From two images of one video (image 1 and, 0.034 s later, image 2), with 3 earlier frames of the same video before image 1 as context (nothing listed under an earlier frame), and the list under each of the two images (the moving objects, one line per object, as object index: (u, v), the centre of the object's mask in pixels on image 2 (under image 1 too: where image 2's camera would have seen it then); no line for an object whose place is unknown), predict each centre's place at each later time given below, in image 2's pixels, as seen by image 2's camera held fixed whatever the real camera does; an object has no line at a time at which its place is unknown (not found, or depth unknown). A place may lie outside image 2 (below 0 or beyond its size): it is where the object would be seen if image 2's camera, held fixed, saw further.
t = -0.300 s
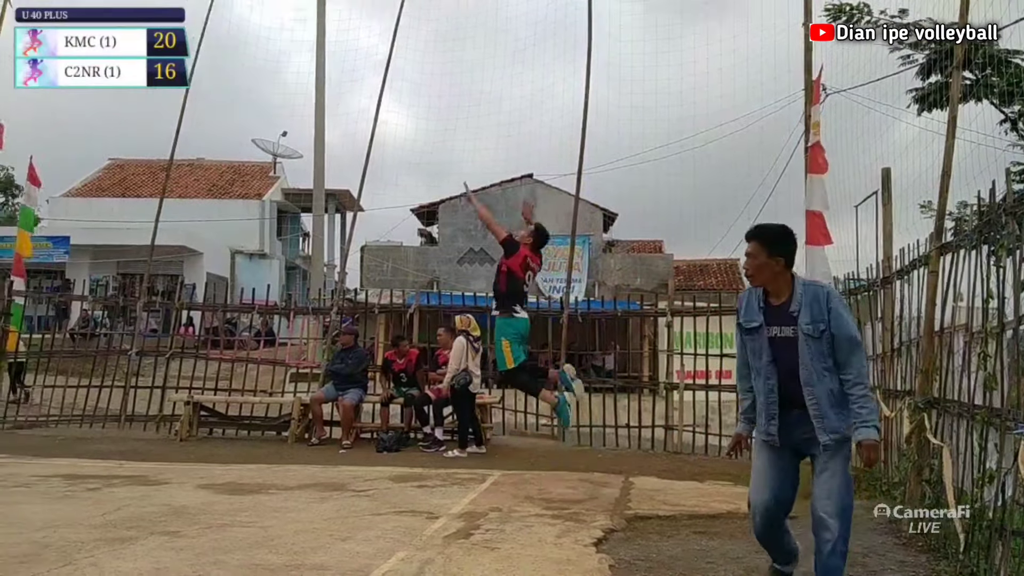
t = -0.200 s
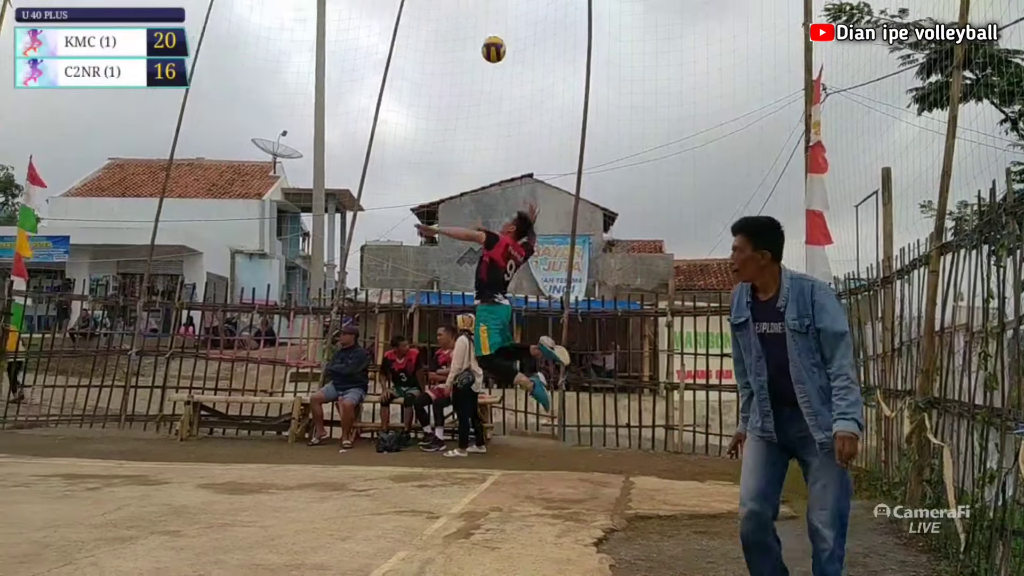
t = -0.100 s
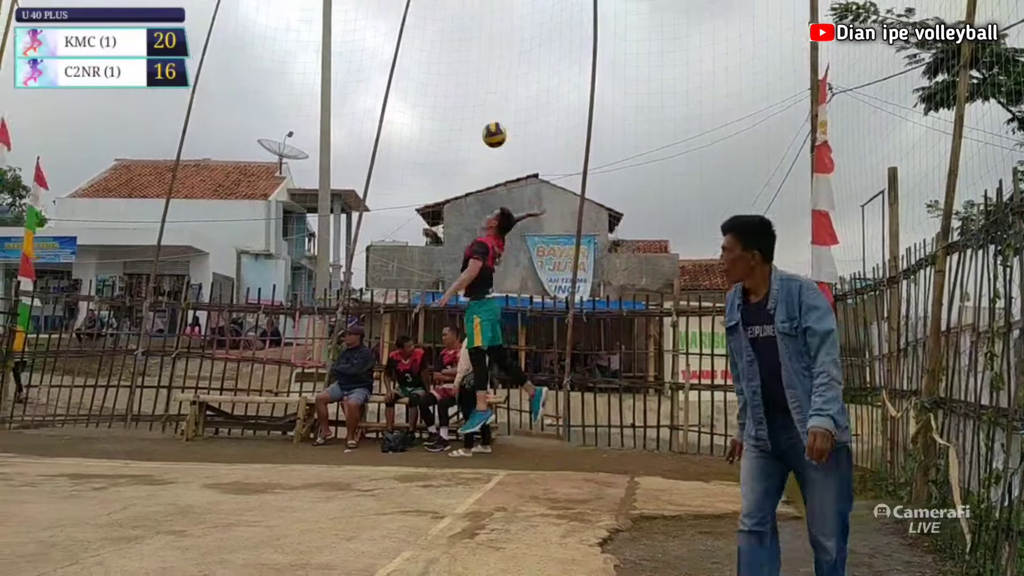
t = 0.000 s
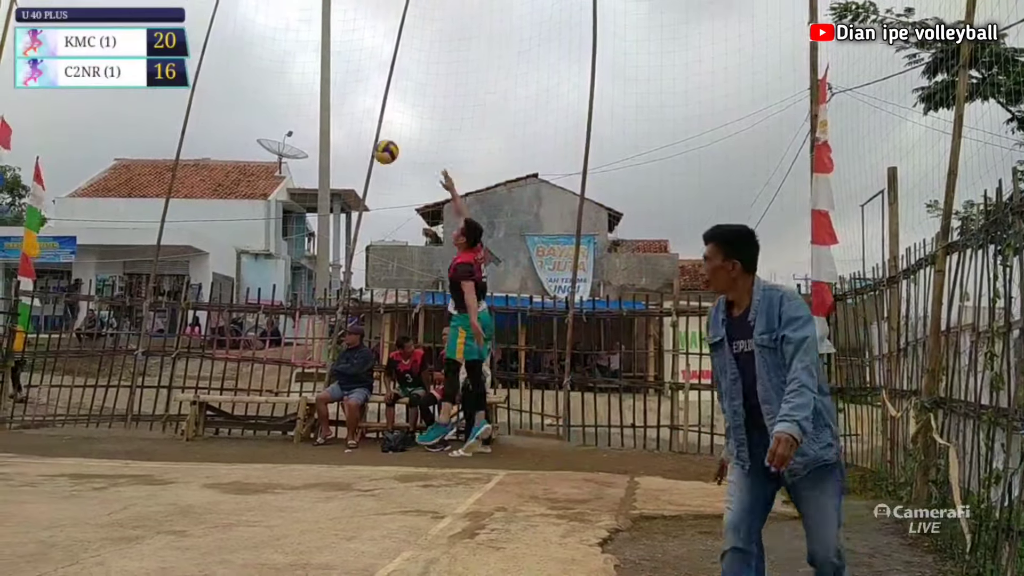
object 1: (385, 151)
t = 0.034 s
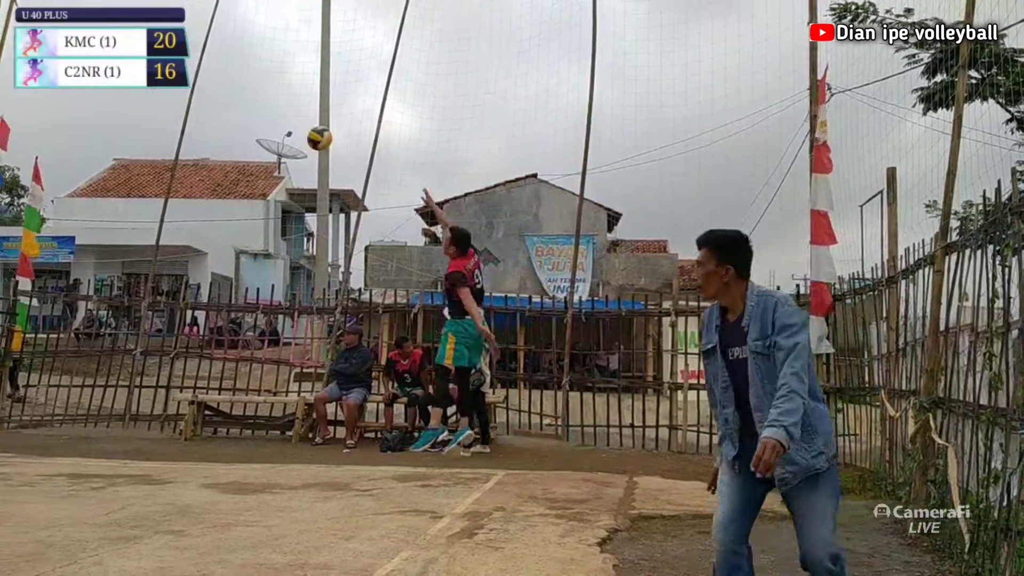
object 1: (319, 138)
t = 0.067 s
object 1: (253, 127)
